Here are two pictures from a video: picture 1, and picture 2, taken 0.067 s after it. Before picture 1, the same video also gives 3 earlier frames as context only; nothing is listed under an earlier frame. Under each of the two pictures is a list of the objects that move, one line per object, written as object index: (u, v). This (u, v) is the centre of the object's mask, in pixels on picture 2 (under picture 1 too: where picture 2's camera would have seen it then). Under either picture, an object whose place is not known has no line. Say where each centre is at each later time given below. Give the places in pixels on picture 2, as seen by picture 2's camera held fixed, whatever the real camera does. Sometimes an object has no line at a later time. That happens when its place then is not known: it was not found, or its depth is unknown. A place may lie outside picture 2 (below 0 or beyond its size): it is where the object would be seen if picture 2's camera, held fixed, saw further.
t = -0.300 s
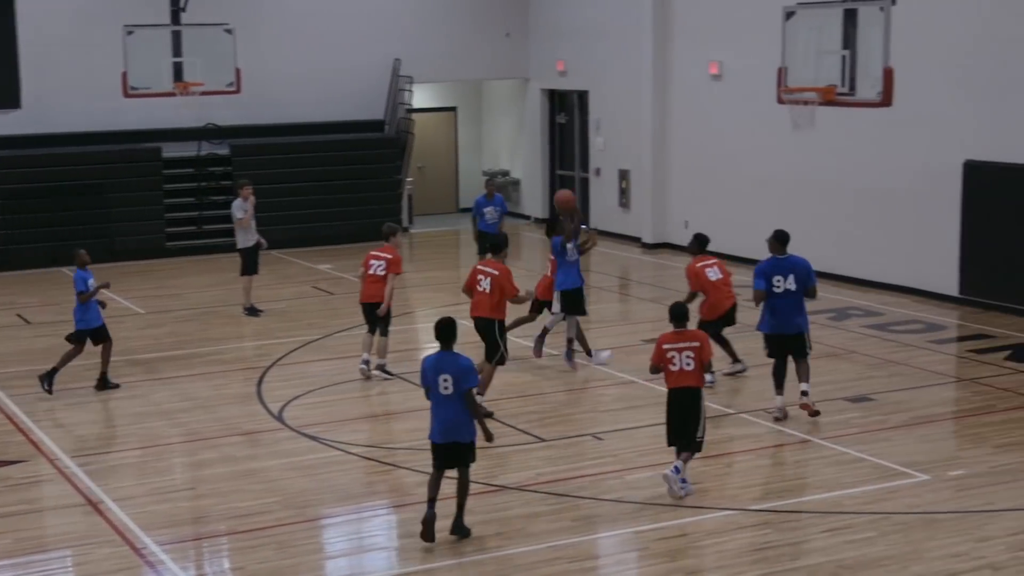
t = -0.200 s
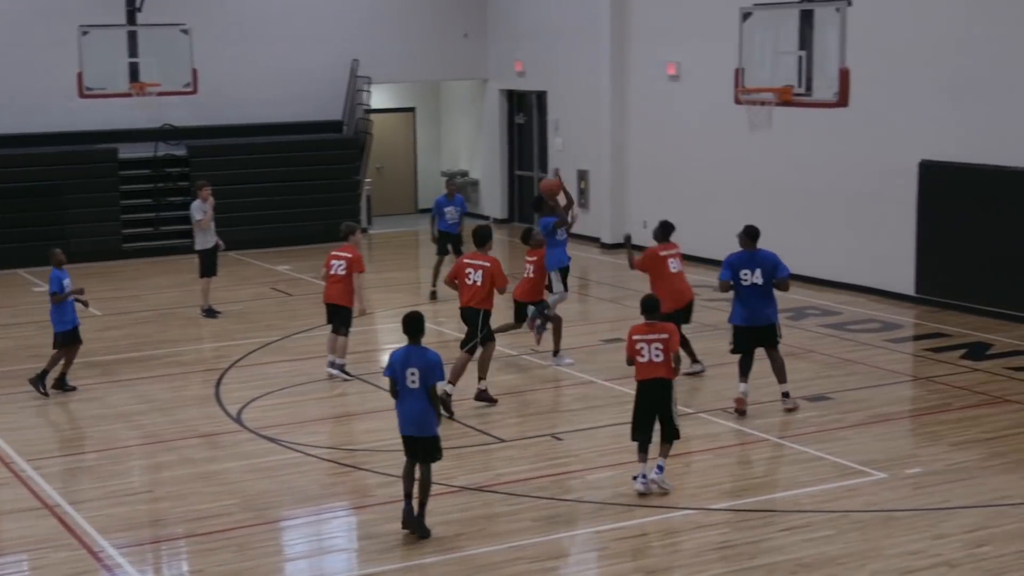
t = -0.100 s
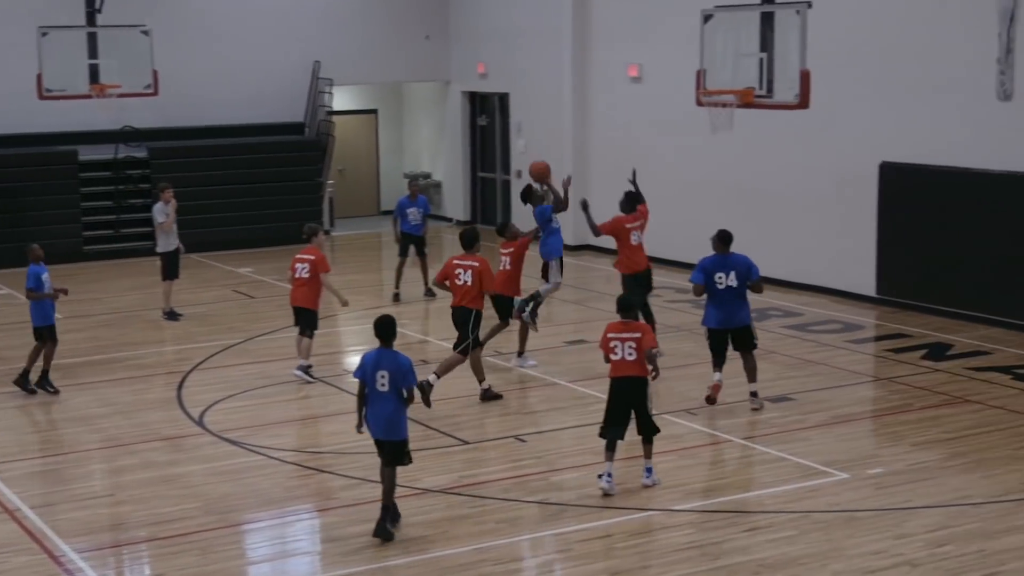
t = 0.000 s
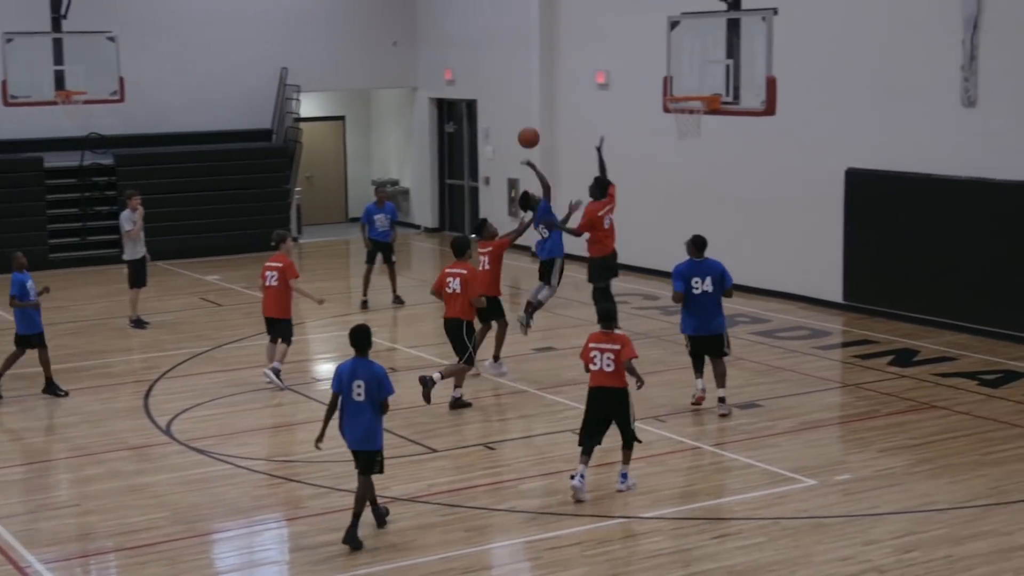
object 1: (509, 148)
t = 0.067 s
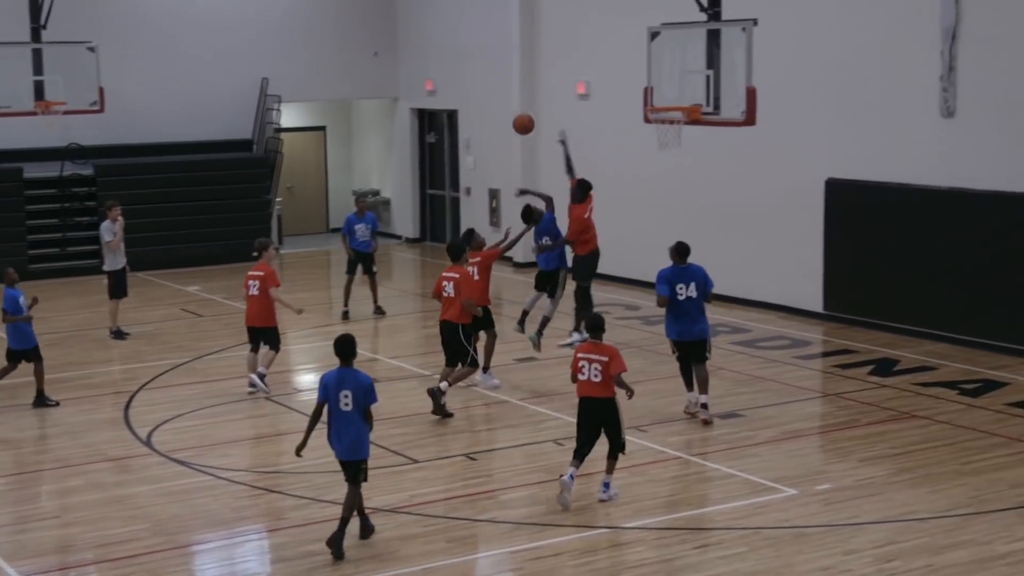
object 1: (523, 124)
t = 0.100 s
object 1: (530, 114)
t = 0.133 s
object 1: (537, 105)
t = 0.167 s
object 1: (544, 96)
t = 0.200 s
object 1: (551, 90)
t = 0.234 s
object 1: (557, 84)
